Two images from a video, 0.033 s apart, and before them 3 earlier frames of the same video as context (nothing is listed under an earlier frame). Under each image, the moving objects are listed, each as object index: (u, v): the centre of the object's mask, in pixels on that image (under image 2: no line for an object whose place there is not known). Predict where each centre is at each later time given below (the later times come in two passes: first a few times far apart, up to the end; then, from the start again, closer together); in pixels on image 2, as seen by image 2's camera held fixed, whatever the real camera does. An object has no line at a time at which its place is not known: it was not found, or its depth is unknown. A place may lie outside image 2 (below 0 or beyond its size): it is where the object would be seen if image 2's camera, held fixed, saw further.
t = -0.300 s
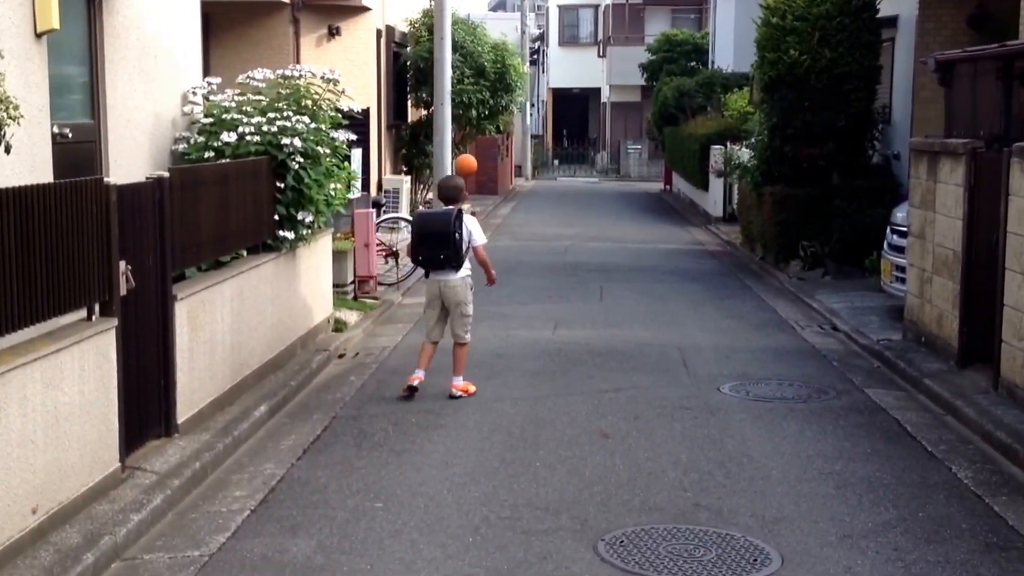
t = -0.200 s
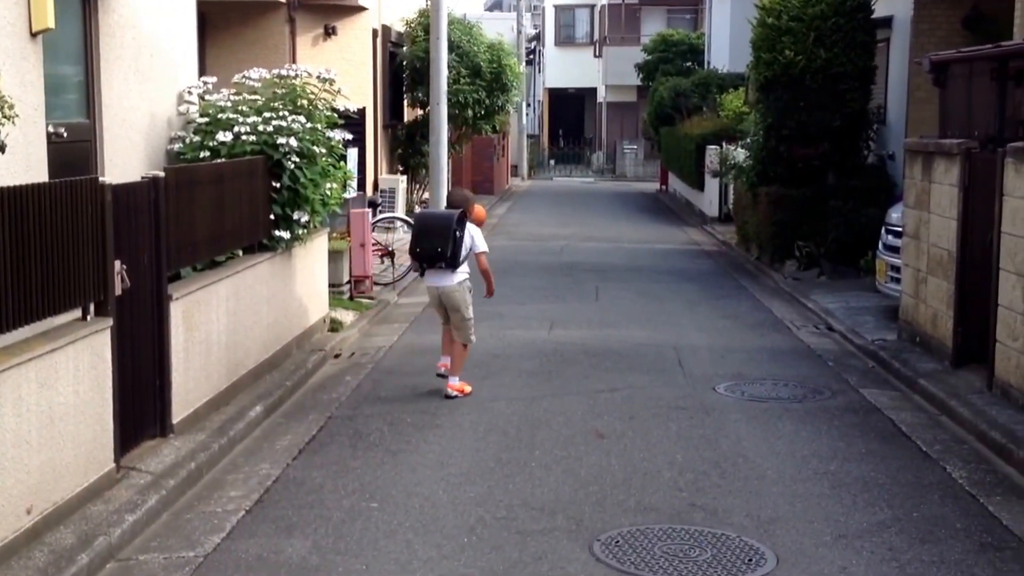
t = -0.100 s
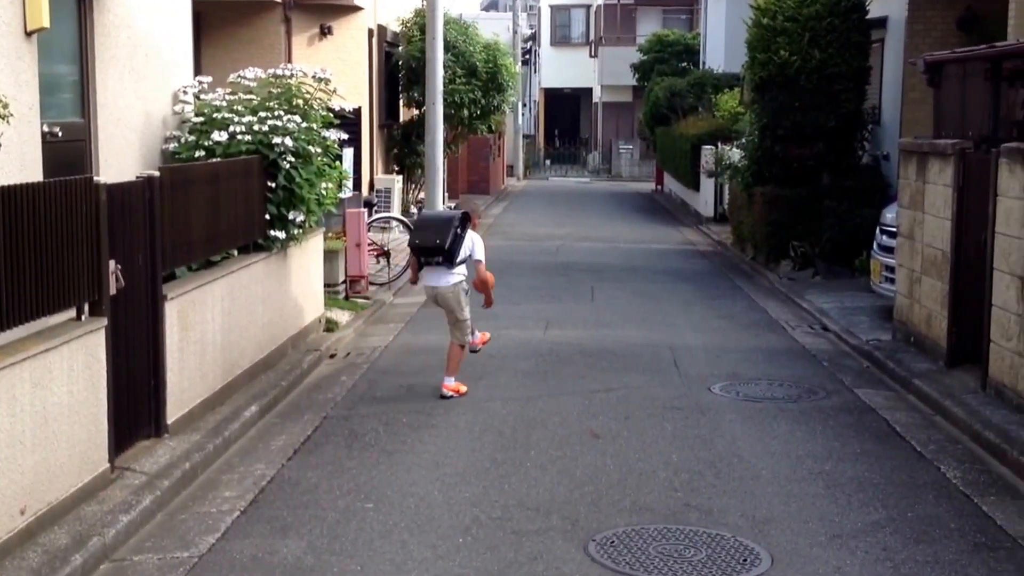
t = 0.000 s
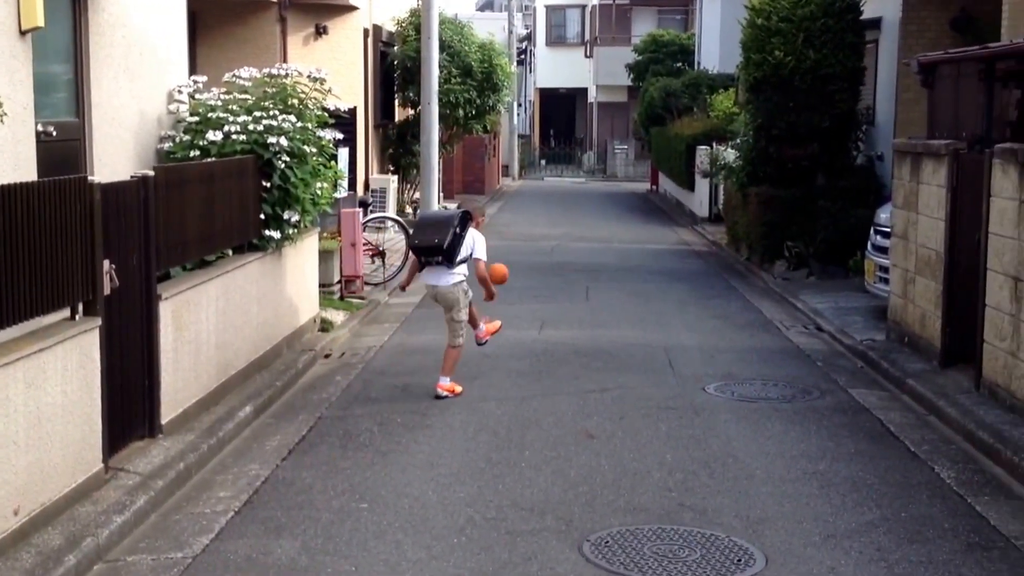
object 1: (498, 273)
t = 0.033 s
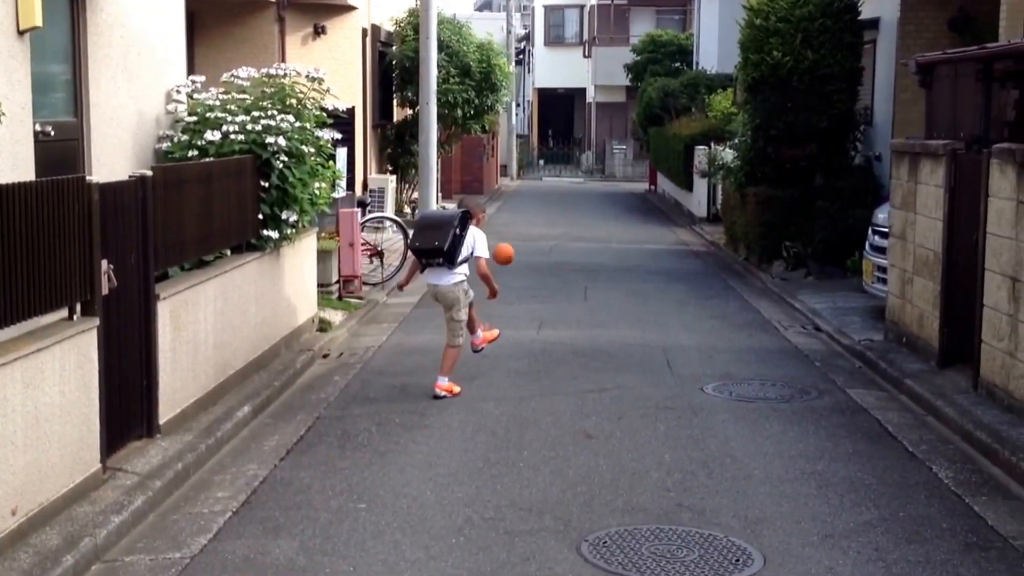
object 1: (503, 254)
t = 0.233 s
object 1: (549, 169)
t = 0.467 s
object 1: (602, 149)
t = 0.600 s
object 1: (634, 179)
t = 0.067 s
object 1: (511, 235)
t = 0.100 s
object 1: (519, 219)
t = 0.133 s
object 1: (526, 204)
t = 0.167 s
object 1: (534, 190)
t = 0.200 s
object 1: (541, 178)
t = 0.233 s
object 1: (549, 169)
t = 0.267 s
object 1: (556, 161)
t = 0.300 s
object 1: (563, 154)
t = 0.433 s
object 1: (594, 146)
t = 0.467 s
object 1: (602, 149)
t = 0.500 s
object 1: (609, 154)
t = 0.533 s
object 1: (617, 160)
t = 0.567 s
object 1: (625, 169)
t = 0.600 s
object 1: (634, 179)
